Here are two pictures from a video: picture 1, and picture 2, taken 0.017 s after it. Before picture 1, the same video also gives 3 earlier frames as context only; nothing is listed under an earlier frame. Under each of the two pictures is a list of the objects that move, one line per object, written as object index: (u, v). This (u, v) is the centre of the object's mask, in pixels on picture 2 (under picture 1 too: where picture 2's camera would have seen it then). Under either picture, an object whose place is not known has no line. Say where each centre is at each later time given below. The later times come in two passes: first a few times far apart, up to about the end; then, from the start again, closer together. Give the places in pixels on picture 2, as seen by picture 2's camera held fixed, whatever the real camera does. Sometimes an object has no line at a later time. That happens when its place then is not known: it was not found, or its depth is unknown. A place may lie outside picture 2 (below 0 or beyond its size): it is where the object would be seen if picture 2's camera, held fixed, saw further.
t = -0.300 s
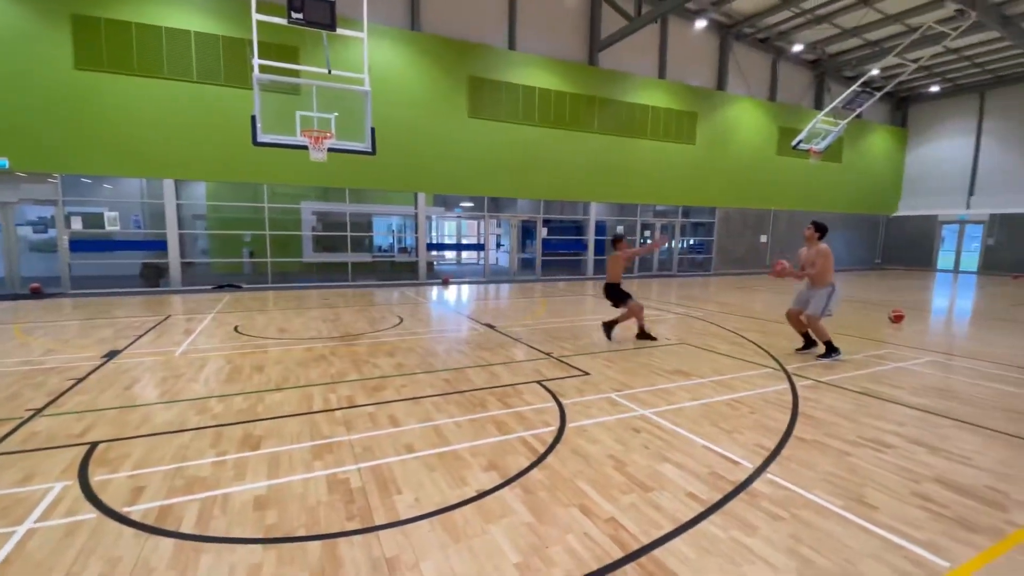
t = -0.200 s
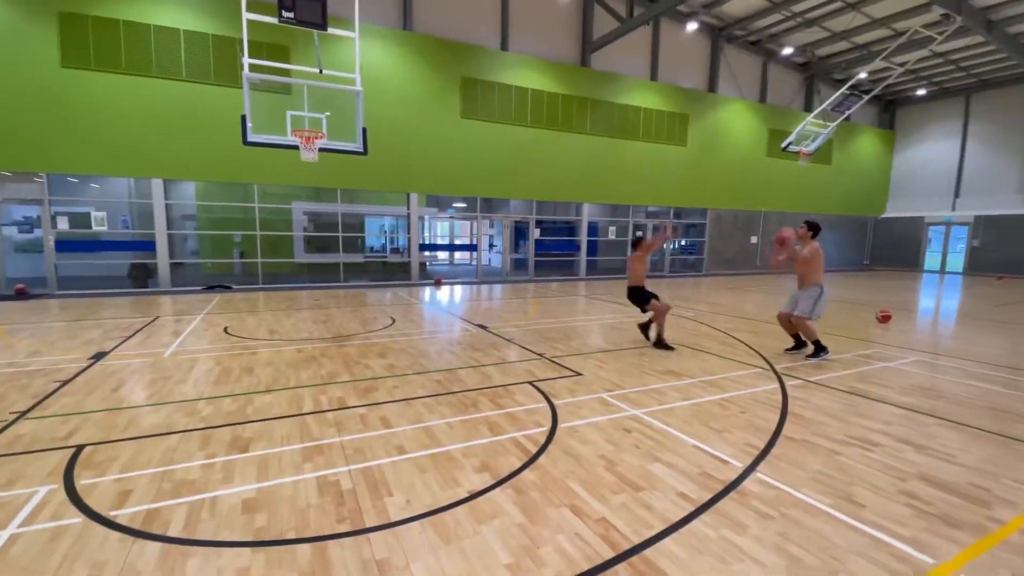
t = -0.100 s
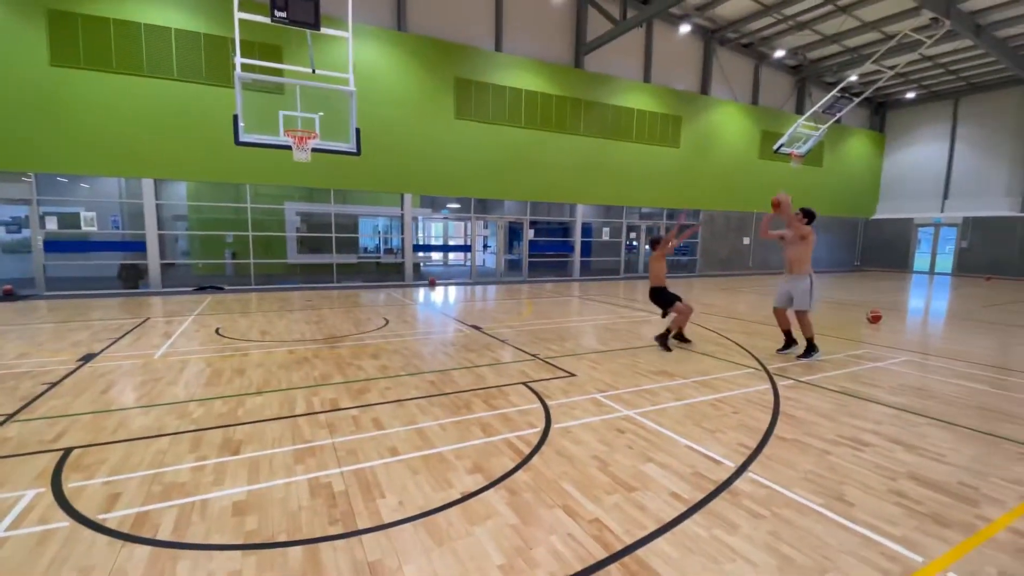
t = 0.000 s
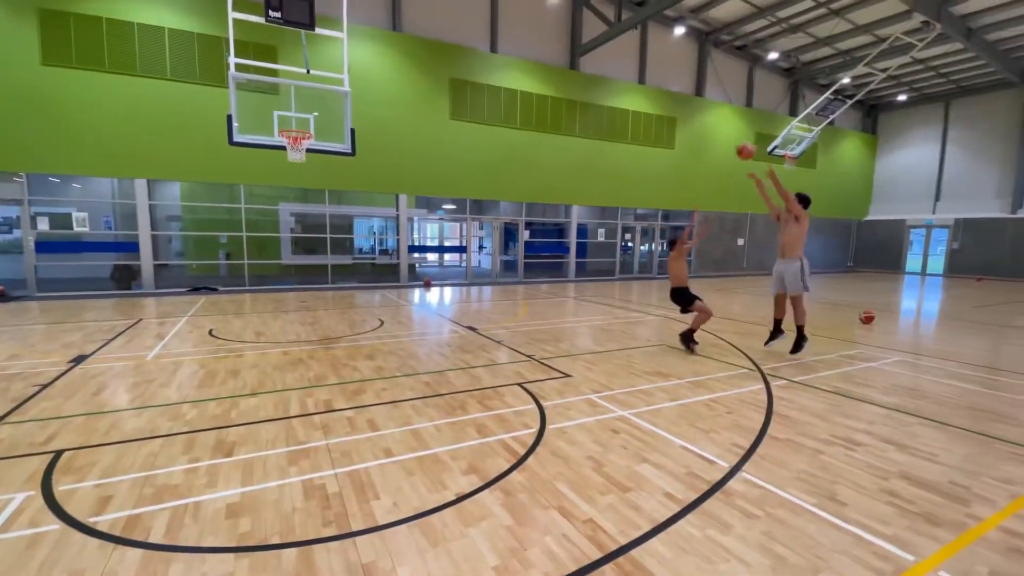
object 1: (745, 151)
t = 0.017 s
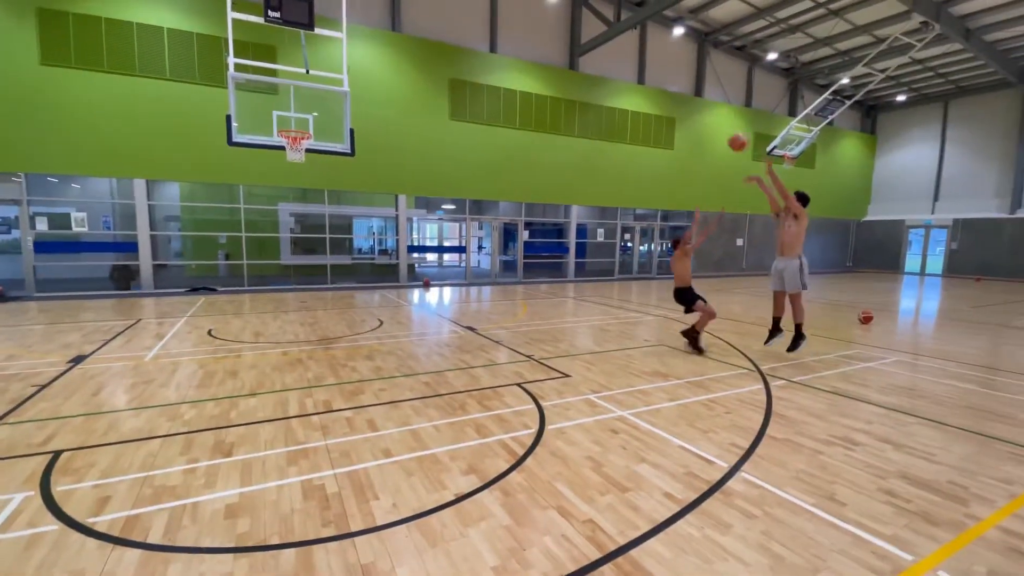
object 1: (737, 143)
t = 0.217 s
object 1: (655, 55)
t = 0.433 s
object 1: (570, 1)
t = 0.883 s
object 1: (409, 4)
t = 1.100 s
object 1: (342, 55)
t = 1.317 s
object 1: (285, 130)
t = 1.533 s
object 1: (298, 106)
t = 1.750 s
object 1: (299, 95)
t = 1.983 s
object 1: (300, 124)
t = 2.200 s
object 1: (305, 202)
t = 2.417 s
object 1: (313, 343)
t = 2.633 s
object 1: (321, 304)
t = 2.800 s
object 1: (331, 241)
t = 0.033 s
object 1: (731, 134)
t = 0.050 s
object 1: (724, 125)
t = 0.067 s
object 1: (717, 117)
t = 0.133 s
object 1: (692, 87)
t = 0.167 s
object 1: (676, 73)
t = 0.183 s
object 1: (669, 67)
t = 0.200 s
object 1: (662, 61)
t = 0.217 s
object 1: (655, 55)
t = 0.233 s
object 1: (648, 49)
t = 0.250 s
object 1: (642, 44)
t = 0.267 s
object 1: (637, 38)
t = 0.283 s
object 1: (630, 34)
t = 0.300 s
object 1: (622, 28)
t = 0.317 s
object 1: (615, 24)
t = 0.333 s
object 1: (609, 20)
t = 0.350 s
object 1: (604, 16)
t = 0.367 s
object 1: (596, 11)
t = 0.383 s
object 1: (589, 8)
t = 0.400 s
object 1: (582, 4)
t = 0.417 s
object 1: (577, 2)
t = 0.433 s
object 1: (570, 1)
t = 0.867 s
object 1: (414, 1)
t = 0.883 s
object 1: (409, 4)
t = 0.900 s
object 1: (403, 7)
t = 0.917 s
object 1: (397, 10)
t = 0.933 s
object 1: (392, 14)
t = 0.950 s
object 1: (387, 16)
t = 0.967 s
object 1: (382, 20)
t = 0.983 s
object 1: (377, 24)
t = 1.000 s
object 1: (372, 28)
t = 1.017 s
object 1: (366, 32)
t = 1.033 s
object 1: (362, 36)
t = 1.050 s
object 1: (356, 41)
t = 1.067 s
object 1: (351, 46)
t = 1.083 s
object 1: (346, 51)
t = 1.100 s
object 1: (342, 55)
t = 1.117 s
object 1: (337, 60)
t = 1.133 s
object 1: (332, 66)
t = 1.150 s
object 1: (327, 71)
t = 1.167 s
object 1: (323, 76)
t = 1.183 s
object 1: (318, 83)
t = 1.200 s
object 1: (314, 89)
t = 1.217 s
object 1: (309, 95)
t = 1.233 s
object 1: (304, 100)
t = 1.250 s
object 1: (300, 105)
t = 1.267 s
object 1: (296, 112)
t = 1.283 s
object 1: (291, 119)
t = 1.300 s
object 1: (288, 125)
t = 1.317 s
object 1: (285, 130)
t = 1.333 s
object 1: (288, 132)
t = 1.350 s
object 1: (290, 132)
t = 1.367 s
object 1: (298, 135)
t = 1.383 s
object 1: (300, 133)
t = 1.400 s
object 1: (300, 127)
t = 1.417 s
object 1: (300, 125)
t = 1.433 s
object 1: (300, 122)
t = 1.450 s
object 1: (300, 119)
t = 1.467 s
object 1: (299, 116)
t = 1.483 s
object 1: (299, 114)
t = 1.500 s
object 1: (299, 111)
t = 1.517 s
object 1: (298, 109)
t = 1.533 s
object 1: (298, 106)
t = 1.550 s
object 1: (299, 104)
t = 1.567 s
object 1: (299, 103)
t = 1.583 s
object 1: (299, 101)
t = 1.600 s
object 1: (299, 100)
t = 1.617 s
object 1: (298, 99)
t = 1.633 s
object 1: (298, 97)
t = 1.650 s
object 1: (298, 96)
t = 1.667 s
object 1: (298, 96)
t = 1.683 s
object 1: (298, 95)
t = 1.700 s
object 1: (298, 95)
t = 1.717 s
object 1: (298, 95)
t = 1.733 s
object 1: (299, 95)
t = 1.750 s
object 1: (299, 95)
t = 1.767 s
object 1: (299, 95)
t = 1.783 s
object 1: (299, 96)
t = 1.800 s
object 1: (299, 96)
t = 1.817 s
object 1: (298, 97)
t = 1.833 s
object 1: (298, 98)
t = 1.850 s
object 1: (298, 100)
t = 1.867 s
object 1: (299, 103)
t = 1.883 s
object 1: (299, 105)
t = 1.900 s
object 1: (300, 107)
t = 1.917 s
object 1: (300, 109)
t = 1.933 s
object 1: (300, 113)
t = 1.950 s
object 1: (299, 116)
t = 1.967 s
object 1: (300, 120)
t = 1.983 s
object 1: (300, 124)
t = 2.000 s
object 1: (301, 128)
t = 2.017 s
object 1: (301, 133)
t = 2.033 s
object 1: (300, 137)
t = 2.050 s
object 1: (301, 142)
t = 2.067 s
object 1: (302, 145)
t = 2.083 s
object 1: (302, 154)
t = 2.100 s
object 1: (303, 160)
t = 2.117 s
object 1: (304, 166)
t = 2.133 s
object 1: (304, 173)
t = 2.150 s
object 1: (304, 179)
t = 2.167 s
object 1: (304, 186)
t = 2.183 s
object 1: (305, 194)
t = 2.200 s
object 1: (305, 202)
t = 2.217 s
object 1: (307, 211)
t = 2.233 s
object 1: (308, 221)
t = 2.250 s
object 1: (307, 230)
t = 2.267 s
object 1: (309, 239)
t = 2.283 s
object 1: (308, 249)
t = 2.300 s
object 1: (308, 258)
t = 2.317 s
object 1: (309, 271)
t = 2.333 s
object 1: (310, 281)
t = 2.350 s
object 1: (310, 292)
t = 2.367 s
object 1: (310, 306)
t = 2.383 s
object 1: (312, 319)
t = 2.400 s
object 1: (314, 330)
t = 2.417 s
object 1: (313, 343)
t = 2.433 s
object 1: (313, 356)
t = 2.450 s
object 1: (313, 372)
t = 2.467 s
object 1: (315, 384)
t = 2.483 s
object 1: (315, 377)
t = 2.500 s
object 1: (316, 368)
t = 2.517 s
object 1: (317, 359)
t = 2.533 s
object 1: (317, 350)
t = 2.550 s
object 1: (318, 342)
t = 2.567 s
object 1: (319, 334)
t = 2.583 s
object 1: (319, 326)
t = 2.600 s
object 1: (320, 318)
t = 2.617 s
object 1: (320, 311)
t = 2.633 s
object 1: (321, 304)
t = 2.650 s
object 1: (321, 296)
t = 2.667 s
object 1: (323, 289)
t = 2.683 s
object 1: (324, 282)
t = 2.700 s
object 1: (325, 275)
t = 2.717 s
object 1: (326, 271)
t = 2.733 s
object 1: (326, 264)
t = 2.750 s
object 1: (328, 258)
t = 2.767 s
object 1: (328, 251)
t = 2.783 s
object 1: (330, 246)
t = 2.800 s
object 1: (331, 241)
